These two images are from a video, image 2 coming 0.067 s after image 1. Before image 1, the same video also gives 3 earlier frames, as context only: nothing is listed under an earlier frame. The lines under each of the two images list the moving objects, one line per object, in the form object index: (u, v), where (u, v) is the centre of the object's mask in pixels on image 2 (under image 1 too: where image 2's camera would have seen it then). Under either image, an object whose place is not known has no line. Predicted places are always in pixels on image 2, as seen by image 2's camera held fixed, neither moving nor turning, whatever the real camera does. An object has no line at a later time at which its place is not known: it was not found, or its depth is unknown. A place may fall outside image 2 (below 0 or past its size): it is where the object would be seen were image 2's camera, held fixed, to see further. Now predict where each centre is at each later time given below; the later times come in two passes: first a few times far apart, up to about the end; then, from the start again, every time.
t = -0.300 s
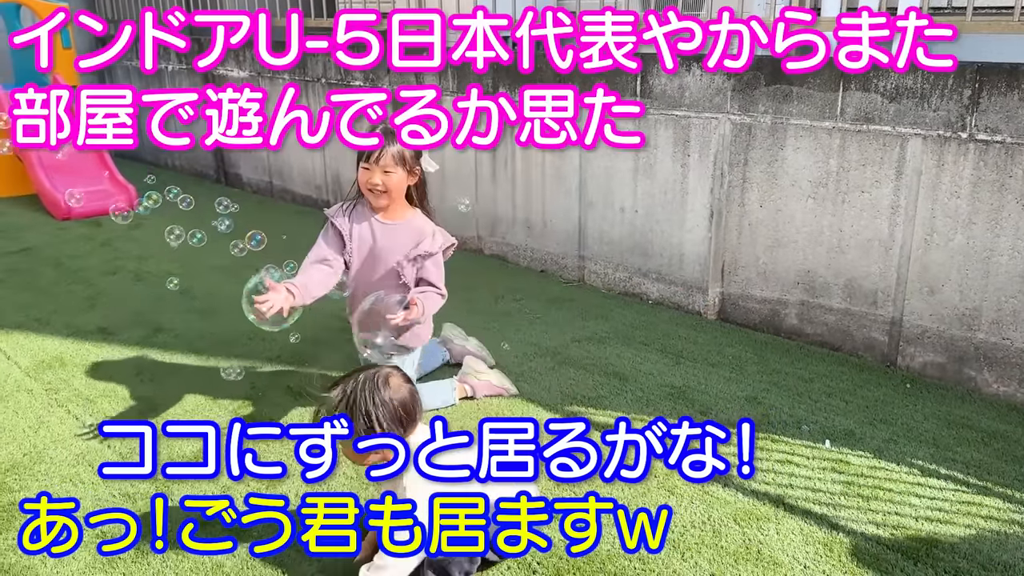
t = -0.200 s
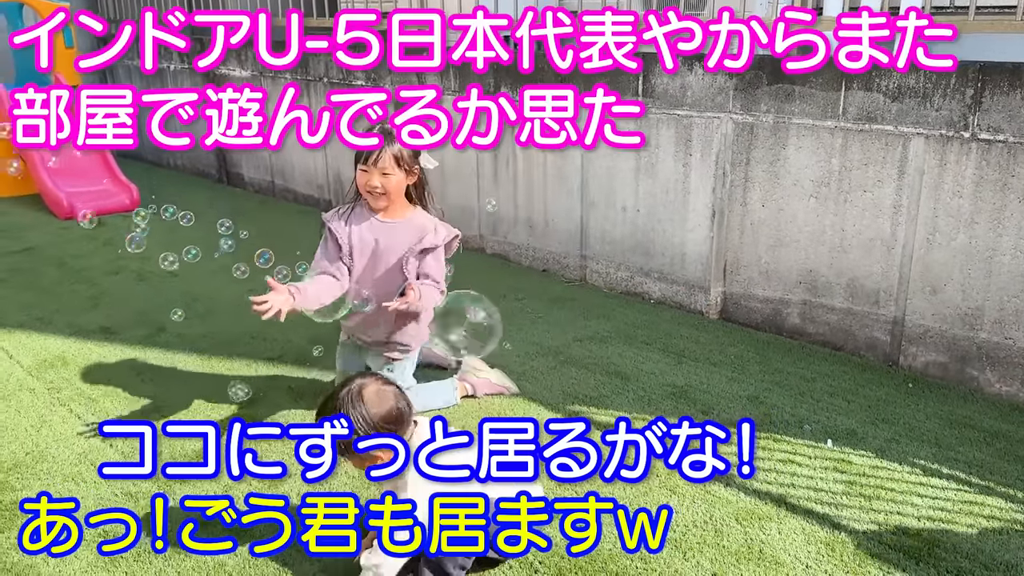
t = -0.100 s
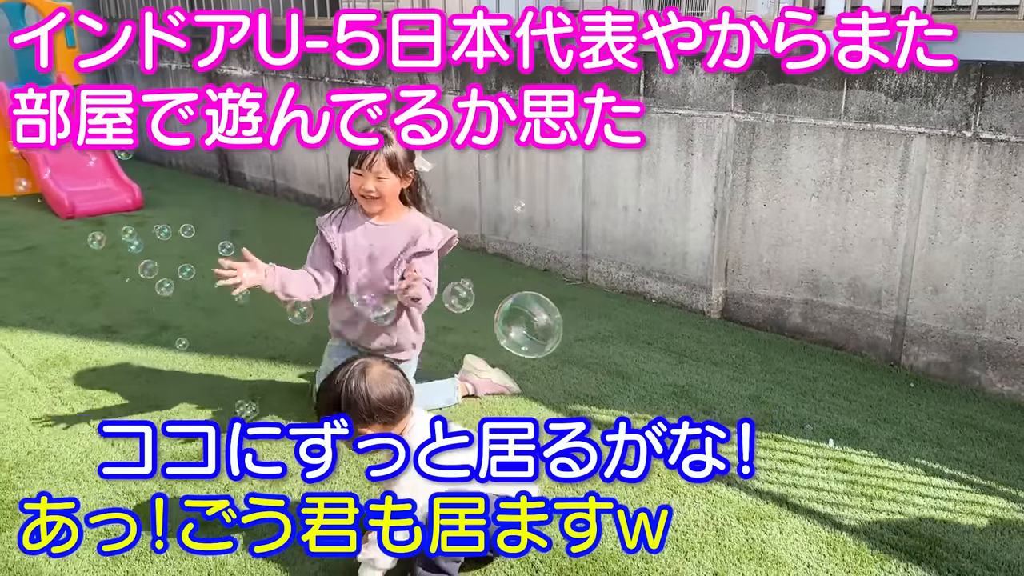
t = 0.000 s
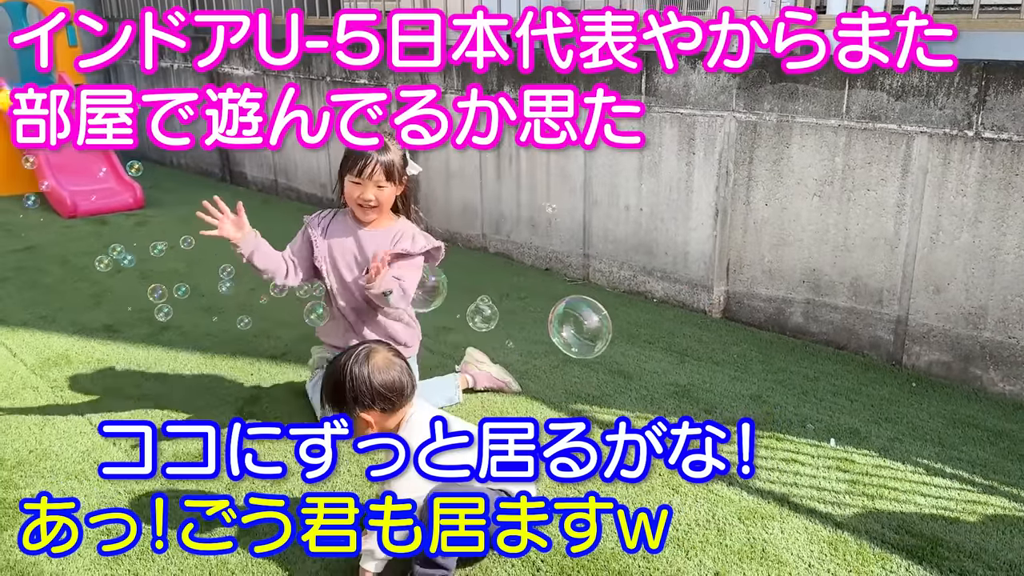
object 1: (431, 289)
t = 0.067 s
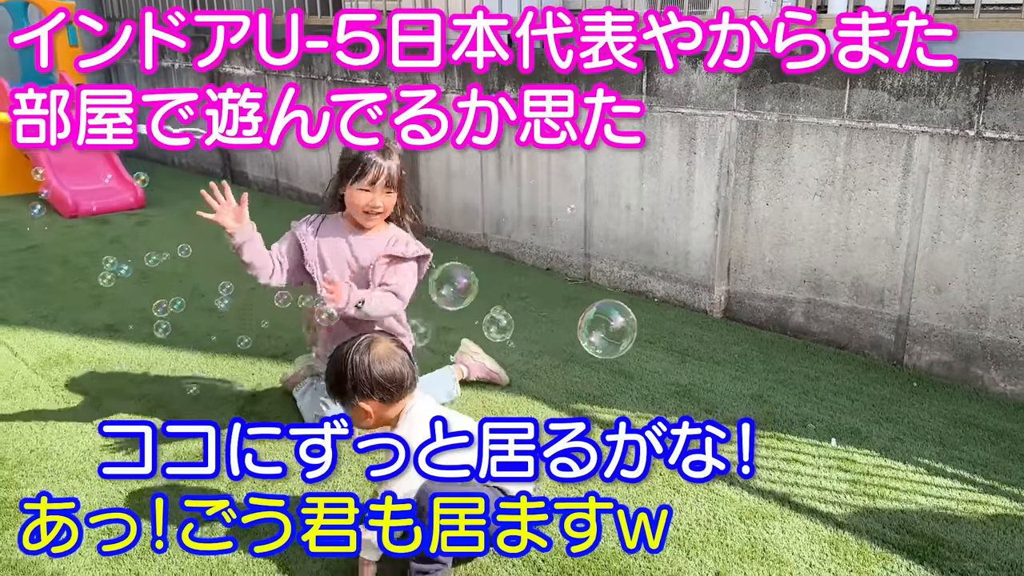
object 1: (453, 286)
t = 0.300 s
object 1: (546, 281)
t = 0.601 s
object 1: (644, 272)
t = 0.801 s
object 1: (698, 263)
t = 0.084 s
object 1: (460, 286)
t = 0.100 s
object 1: (467, 285)
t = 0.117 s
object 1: (474, 285)
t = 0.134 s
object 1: (481, 285)
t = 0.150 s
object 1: (488, 284)
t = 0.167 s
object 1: (495, 284)
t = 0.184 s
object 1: (502, 283)
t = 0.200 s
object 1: (508, 283)
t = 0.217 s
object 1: (514, 283)
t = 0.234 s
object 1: (521, 283)
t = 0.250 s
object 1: (527, 282)
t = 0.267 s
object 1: (534, 282)
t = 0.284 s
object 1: (540, 282)
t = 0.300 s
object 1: (546, 281)
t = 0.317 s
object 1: (552, 281)
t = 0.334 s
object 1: (558, 280)
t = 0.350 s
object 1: (564, 279)
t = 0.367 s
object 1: (570, 279)
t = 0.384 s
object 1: (575, 279)
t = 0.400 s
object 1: (581, 279)
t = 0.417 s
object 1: (587, 278)
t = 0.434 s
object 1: (592, 277)
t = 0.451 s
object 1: (598, 277)
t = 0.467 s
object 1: (603, 277)
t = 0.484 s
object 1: (608, 276)
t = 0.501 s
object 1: (614, 276)
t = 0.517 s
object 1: (619, 275)
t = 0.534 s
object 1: (624, 275)
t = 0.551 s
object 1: (629, 275)
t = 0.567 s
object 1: (634, 274)
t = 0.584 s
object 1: (639, 273)
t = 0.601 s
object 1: (644, 272)
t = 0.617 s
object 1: (648, 271)
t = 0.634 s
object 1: (653, 270)
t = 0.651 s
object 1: (658, 269)
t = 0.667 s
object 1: (663, 268)
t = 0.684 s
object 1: (668, 268)
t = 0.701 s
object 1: (672, 267)
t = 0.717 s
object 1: (677, 266)
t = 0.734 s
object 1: (682, 264)
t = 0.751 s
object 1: (685, 264)
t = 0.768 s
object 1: (690, 264)
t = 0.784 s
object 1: (694, 263)
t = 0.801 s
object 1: (698, 263)
